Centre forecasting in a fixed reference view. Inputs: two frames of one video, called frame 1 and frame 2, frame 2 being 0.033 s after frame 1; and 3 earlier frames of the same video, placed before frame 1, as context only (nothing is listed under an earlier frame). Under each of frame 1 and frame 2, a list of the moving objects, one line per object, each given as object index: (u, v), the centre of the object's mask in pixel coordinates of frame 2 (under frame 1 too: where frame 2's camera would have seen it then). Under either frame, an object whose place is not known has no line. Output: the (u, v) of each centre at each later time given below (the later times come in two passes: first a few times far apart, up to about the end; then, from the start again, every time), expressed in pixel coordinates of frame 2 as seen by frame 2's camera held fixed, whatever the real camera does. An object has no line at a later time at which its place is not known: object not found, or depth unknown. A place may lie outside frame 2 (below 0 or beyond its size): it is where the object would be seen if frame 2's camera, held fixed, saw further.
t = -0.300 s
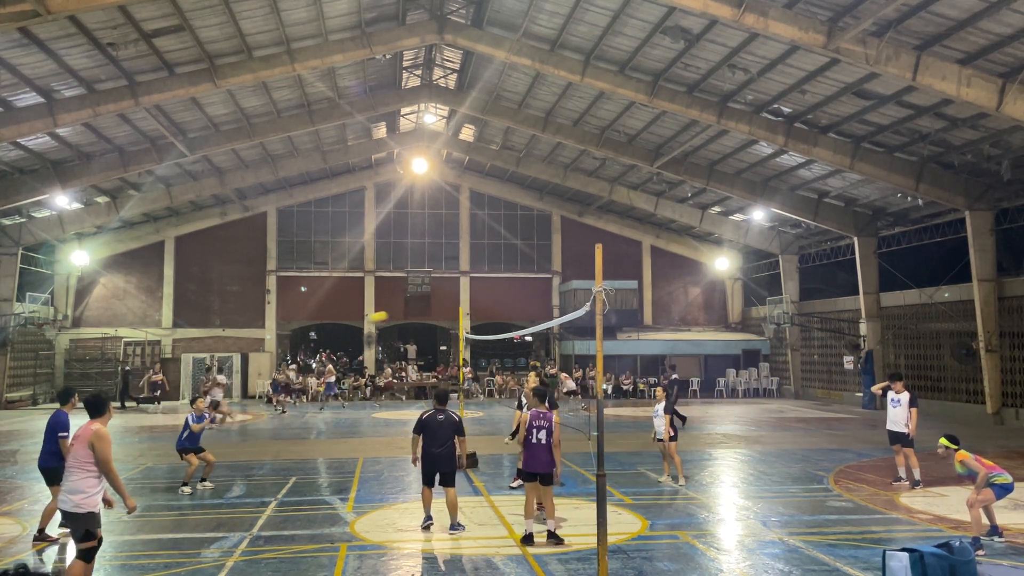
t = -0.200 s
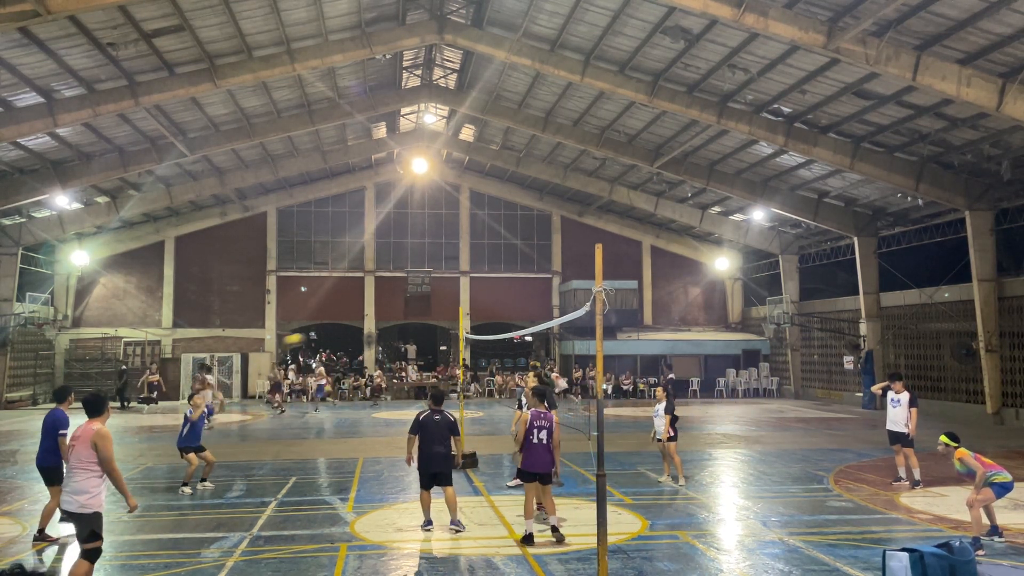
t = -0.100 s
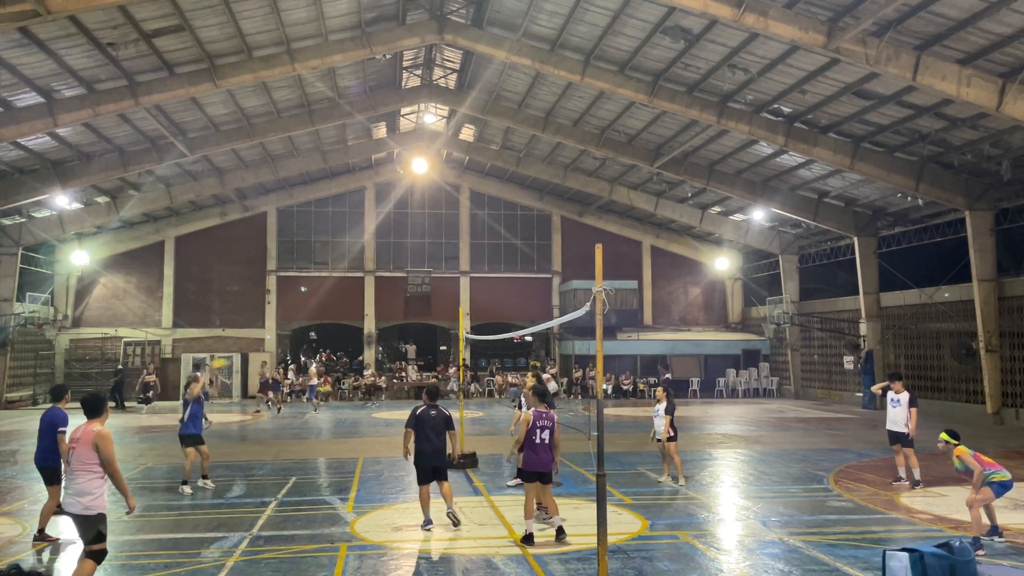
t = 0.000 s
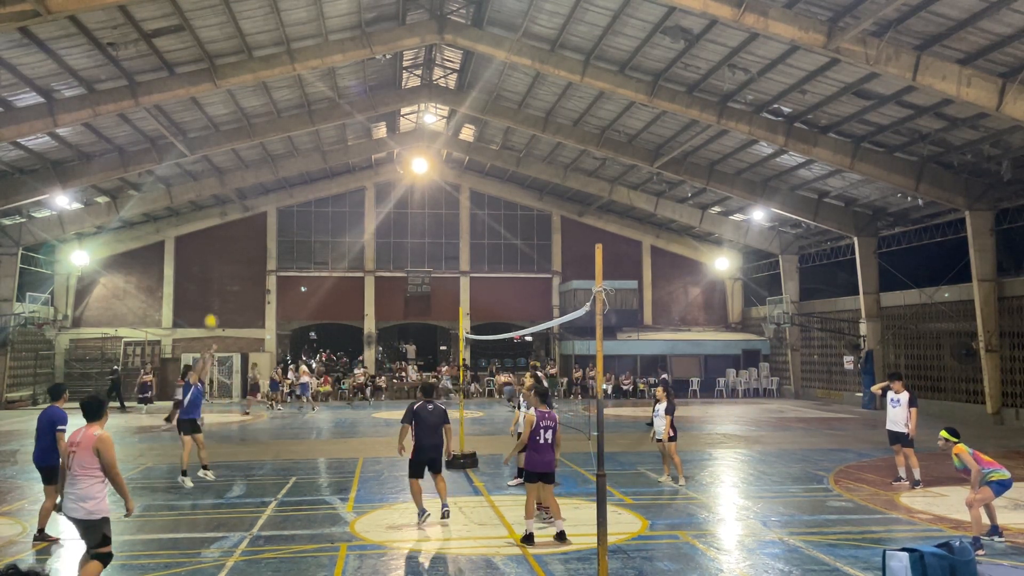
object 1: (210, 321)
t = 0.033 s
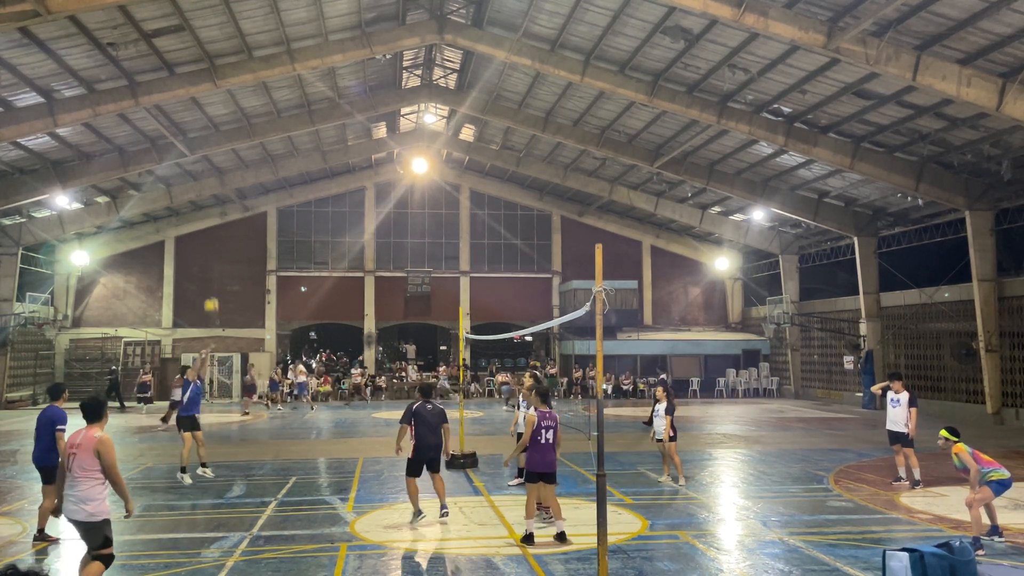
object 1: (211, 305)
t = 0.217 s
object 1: (216, 225)
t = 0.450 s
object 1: (220, 147)
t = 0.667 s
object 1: (222, 105)
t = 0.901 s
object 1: (223, 95)
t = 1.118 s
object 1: (223, 123)
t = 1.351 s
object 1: (223, 200)
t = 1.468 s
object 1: (224, 263)
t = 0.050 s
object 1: (212, 298)
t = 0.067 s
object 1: (212, 290)
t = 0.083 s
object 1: (213, 282)
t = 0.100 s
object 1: (213, 275)
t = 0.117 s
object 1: (214, 267)
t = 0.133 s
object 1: (214, 260)
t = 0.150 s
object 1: (214, 252)
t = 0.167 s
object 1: (215, 246)
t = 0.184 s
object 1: (215, 239)
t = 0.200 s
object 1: (215, 232)
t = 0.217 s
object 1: (216, 225)
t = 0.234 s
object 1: (216, 218)
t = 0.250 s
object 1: (217, 211)
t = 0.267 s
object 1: (217, 206)
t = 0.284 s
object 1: (217, 201)
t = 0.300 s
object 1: (218, 194)
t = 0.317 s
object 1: (219, 188)
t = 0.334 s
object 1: (219, 182)
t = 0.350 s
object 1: (219, 177)
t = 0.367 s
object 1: (219, 172)
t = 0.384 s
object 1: (219, 168)
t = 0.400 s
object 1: (219, 162)
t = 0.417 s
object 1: (219, 158)
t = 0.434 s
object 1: (220, 152)
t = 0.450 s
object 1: (220, 147)
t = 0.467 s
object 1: (220, 144)
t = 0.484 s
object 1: (221, 140)
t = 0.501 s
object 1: (221, 136)
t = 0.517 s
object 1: (221, 133)
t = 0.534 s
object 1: (221, 129)
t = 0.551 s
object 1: (222, 125)
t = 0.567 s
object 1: (222, 122)
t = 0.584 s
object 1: (222, 119)
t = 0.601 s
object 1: (222, 116)
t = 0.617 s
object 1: (222, 113)
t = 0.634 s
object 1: (222, 111)
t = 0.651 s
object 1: (223, 108)
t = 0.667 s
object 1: (222, 105)
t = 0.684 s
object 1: (222, 104)
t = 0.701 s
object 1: (222, 102)
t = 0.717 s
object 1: (222, 101)
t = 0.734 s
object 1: (223, 99)
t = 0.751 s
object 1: (223, 97)
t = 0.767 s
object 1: (224, 96)
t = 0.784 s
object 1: (223, 96)
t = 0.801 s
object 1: (223, 95)
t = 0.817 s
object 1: (223, 95)
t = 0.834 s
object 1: (223, 95)
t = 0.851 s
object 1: (223, 95)
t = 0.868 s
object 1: (223, 95)
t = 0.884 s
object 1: (224, 94)
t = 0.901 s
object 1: (223, 95)
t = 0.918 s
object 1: (223, 96)
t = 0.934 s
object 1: (224, 97)
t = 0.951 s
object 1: (224, 98)
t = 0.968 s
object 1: (224, 99)
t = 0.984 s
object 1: (224, 101)
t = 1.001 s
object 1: (225, 102)
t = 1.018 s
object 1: (224, 106)
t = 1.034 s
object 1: (224, 108)
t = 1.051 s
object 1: (223, 110)
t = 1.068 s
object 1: (223, 113)
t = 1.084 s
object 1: (223, 117)
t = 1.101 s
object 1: (223, 120)
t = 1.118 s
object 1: (223, 123)
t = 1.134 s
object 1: (223, 127)
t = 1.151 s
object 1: (223, 132)
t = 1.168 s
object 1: (223, 136)
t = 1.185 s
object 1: (223, 141)
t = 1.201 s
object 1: (224, 144)
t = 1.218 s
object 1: (224, 150)
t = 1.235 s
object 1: (224, 156)
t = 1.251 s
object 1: (223, 161)
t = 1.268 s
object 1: (223, 167)
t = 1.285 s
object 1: (223, 174)
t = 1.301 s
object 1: (224, 180)
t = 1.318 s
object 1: (224, 186)
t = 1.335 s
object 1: (224, 193)
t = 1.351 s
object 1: (223, 200)
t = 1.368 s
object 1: (223, 209)
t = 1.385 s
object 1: (223, 218)
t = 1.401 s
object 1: (223, 227)
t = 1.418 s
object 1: (224, 235)
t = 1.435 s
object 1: (224, 245)
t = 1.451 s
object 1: (224, 254)
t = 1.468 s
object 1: (224, 263)
